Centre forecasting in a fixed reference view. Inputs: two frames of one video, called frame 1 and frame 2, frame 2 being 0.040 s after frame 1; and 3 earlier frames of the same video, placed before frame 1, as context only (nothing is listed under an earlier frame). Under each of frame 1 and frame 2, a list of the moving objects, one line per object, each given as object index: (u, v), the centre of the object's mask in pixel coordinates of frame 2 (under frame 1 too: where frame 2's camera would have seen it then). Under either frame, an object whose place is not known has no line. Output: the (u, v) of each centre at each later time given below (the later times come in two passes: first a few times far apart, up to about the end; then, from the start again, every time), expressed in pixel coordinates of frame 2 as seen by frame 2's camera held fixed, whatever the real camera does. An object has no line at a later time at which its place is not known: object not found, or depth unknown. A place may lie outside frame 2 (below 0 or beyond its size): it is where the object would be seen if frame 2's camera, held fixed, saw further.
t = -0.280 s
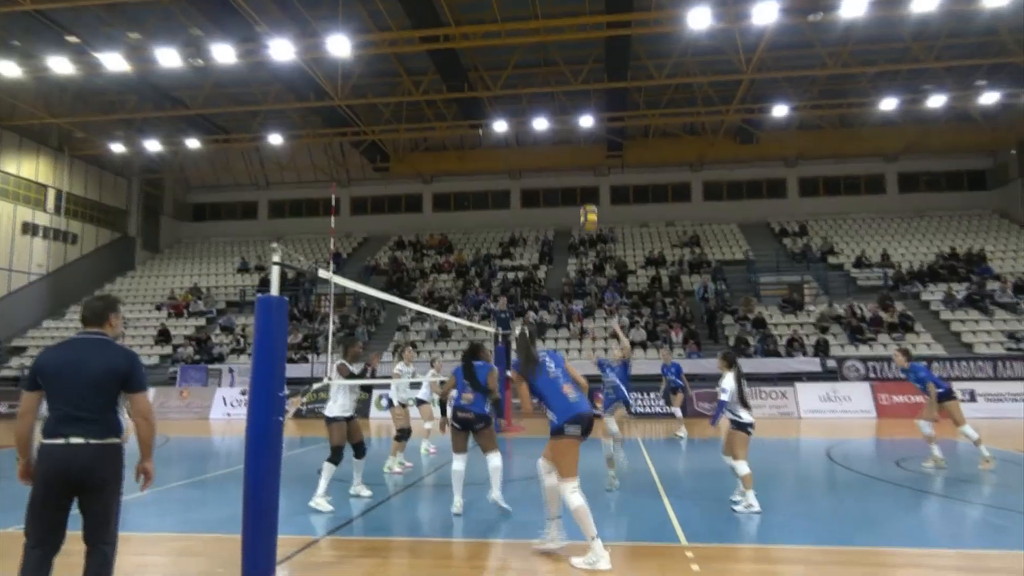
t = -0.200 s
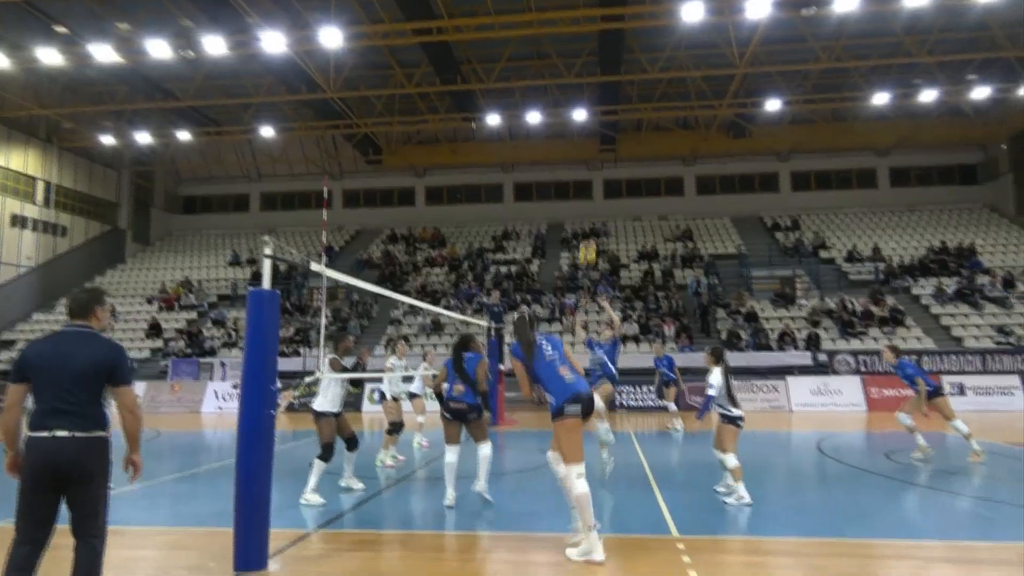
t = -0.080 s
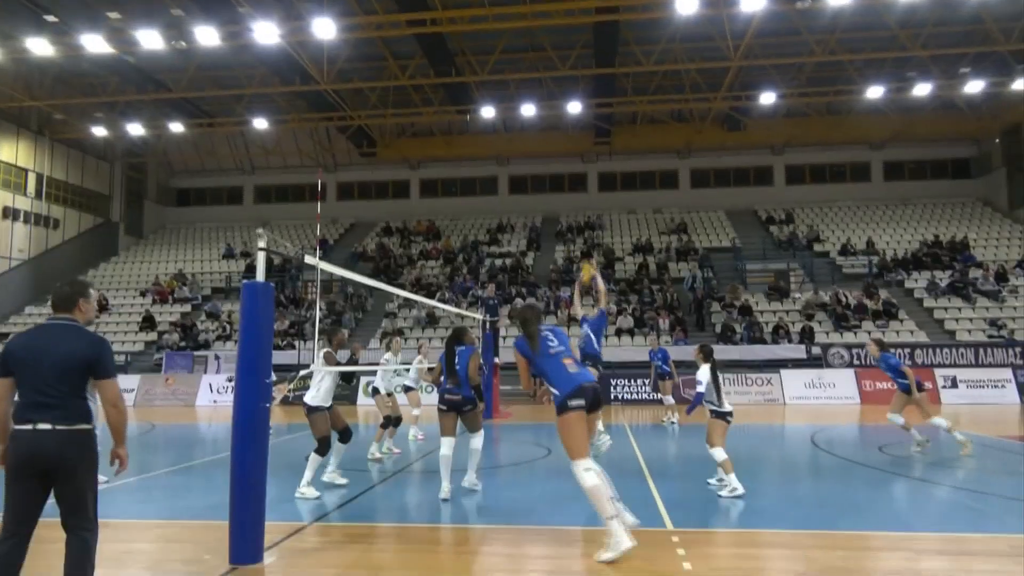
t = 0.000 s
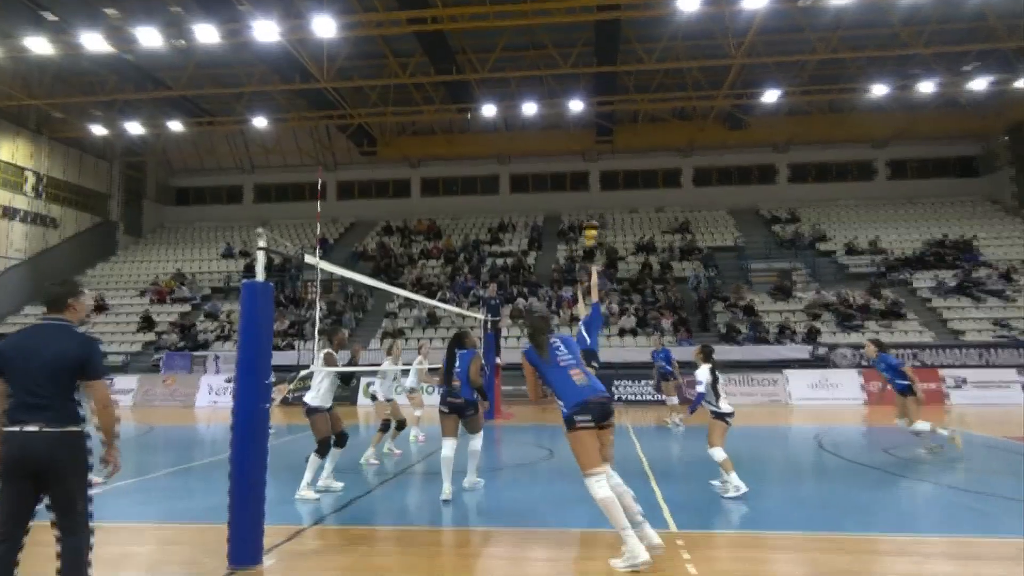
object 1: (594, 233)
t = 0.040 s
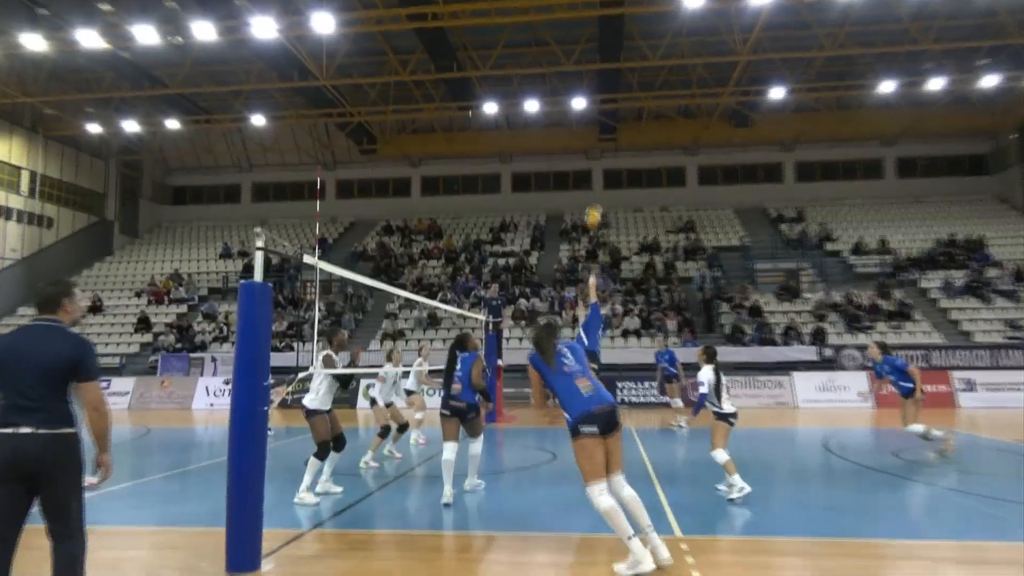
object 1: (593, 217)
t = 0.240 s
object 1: (594, 154)
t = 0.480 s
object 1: (596, 129)
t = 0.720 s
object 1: (598, 141)
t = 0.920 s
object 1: (601, 178)
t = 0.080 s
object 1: (593, 201)
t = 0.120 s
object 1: (594, 187)
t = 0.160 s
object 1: (594, 176)
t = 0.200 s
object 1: (594, 165)
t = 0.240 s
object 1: (594, 154)
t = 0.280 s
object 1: (595, 148)
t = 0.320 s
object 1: (596, 141)
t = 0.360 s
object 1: (595, 137)
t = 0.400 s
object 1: (595, 134)
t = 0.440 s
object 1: (596, 130)
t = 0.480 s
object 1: (596, 129)
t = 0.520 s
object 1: (596, 128)
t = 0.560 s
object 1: (596, 129)
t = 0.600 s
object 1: (597, 131)
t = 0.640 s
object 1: (597, 133)
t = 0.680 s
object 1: (598, 136)
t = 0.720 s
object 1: (598, 141)
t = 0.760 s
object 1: (599, 146)
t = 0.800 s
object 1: (599, 152)
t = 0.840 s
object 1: (599, 160)
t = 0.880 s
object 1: (600, 168)
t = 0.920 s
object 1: (601, 178)
